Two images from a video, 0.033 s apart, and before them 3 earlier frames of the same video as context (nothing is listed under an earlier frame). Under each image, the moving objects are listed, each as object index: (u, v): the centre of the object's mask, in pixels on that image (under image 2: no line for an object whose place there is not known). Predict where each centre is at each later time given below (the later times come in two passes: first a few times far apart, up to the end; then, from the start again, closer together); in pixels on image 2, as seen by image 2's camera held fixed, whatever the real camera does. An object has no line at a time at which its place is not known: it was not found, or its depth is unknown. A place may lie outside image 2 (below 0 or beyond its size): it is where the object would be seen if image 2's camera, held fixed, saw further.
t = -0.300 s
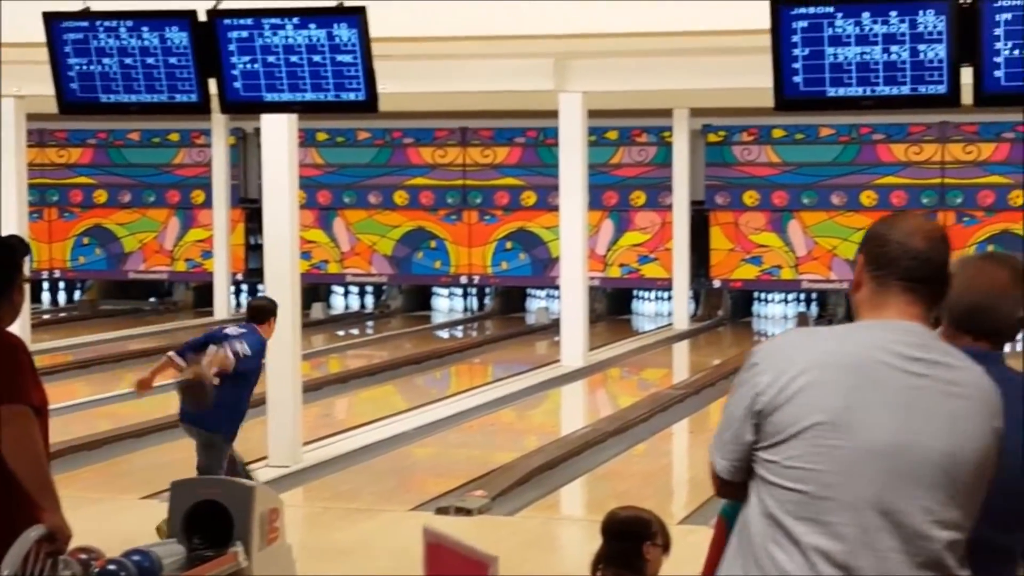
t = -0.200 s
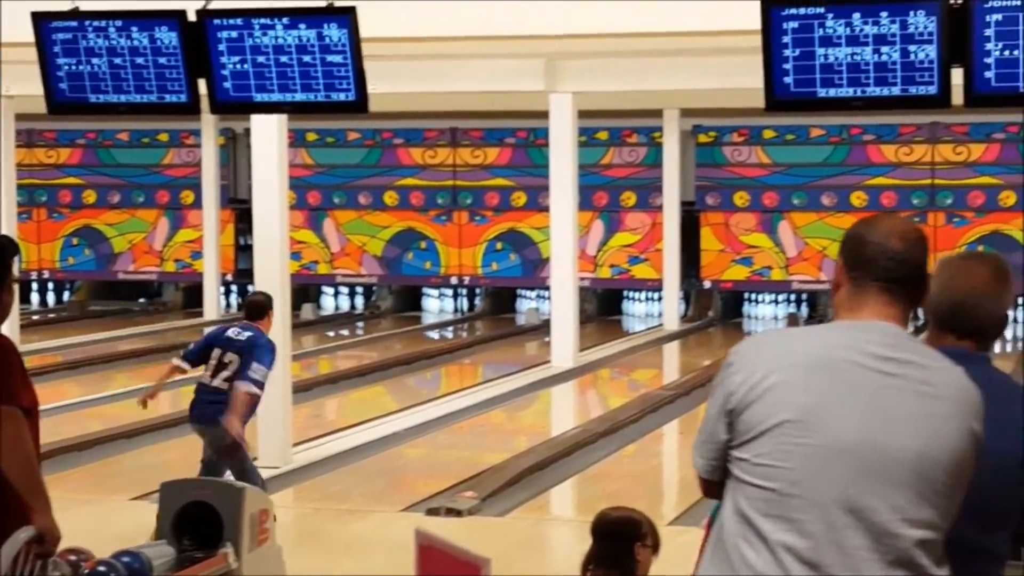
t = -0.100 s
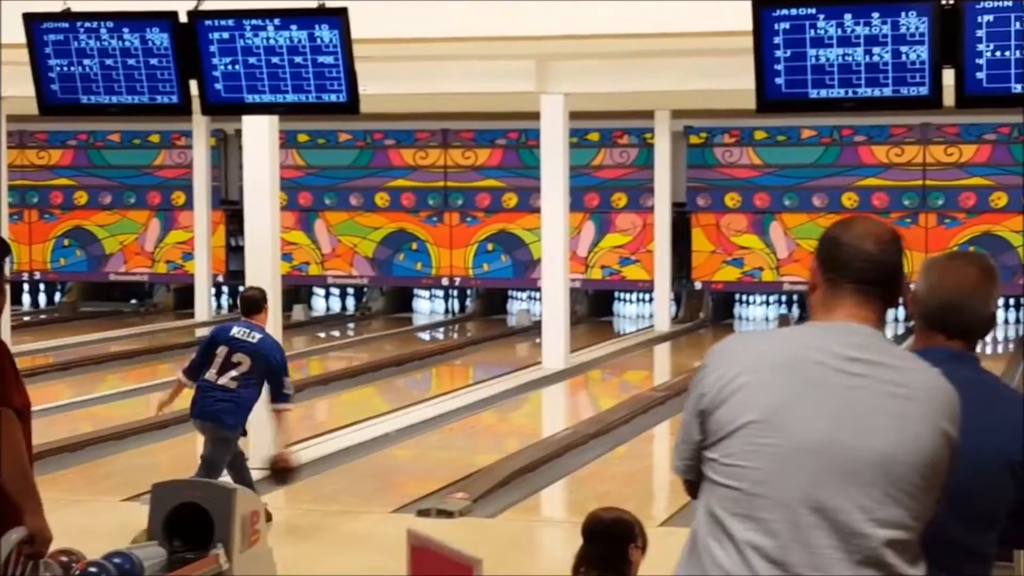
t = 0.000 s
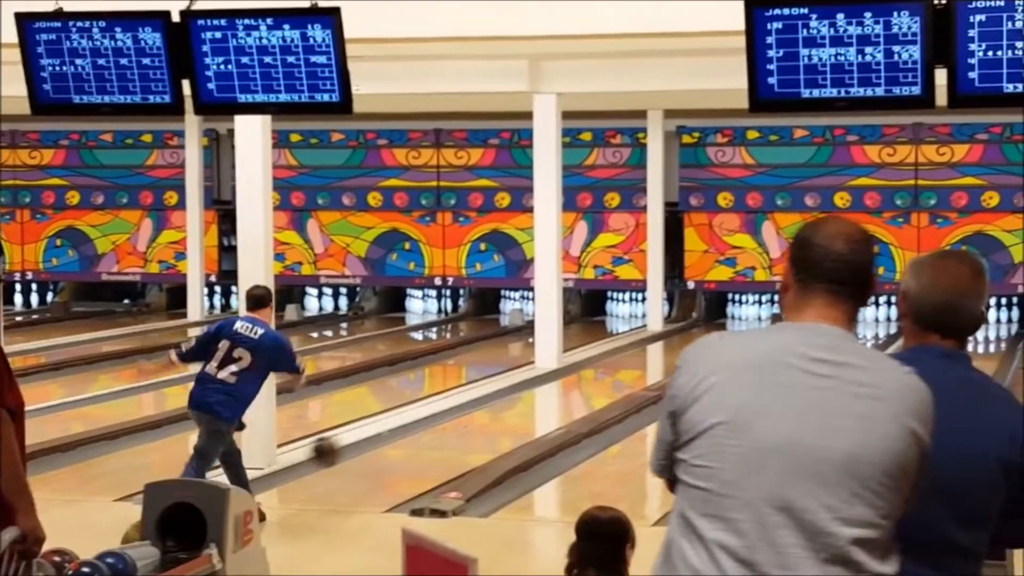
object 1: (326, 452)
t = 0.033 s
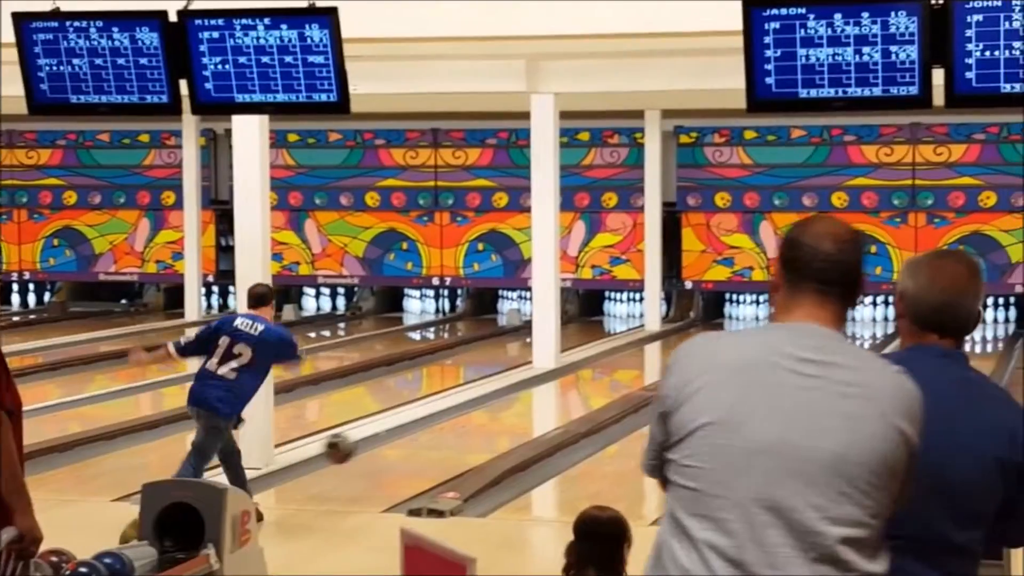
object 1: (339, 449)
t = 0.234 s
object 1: (419, 455)
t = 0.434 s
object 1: (485, 431)
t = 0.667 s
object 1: (548, 406)
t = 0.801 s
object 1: (570, 394)
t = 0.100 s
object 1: (369, 446)
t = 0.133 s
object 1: (381, 448)
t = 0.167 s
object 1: (395, 451)
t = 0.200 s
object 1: (407, 455)
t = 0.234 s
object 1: (419, 455)
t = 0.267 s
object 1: (432, 450)
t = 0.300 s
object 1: (443, 446)
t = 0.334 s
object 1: (454, 442)
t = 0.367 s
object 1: (465, 438)
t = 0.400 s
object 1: (475, 434)
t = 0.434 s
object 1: (485, 431)
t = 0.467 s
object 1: (495, 427)
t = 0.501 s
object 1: (504, 423)
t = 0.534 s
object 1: (514, 419)
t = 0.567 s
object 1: (522, 416)
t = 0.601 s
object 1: (531, 413)
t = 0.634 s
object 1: (539, 409)
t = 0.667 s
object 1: (548, 406)
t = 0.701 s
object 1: (556, 403)
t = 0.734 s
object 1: (563, 401)
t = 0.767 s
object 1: (568, 398)
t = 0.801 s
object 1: (570, 394)
